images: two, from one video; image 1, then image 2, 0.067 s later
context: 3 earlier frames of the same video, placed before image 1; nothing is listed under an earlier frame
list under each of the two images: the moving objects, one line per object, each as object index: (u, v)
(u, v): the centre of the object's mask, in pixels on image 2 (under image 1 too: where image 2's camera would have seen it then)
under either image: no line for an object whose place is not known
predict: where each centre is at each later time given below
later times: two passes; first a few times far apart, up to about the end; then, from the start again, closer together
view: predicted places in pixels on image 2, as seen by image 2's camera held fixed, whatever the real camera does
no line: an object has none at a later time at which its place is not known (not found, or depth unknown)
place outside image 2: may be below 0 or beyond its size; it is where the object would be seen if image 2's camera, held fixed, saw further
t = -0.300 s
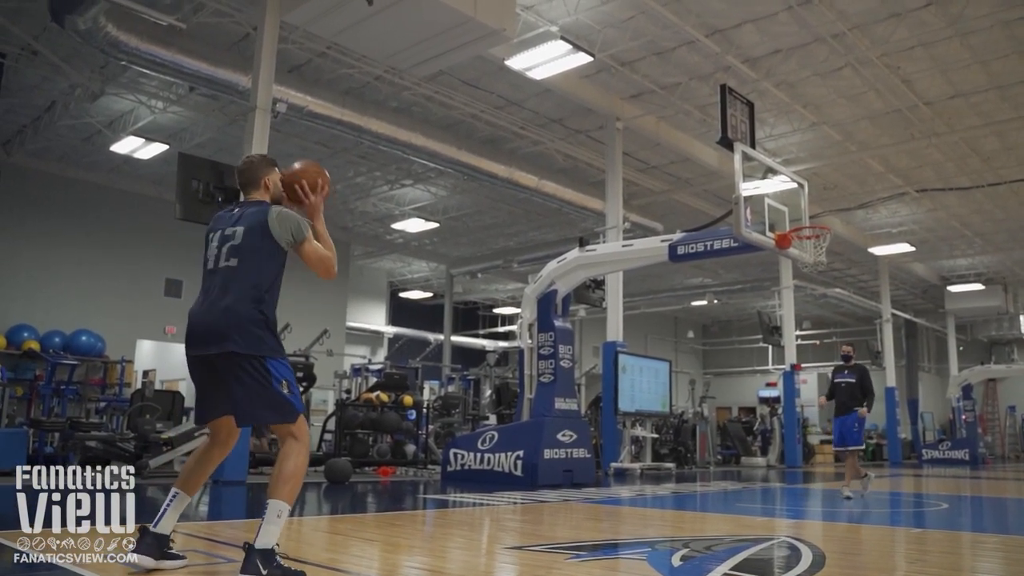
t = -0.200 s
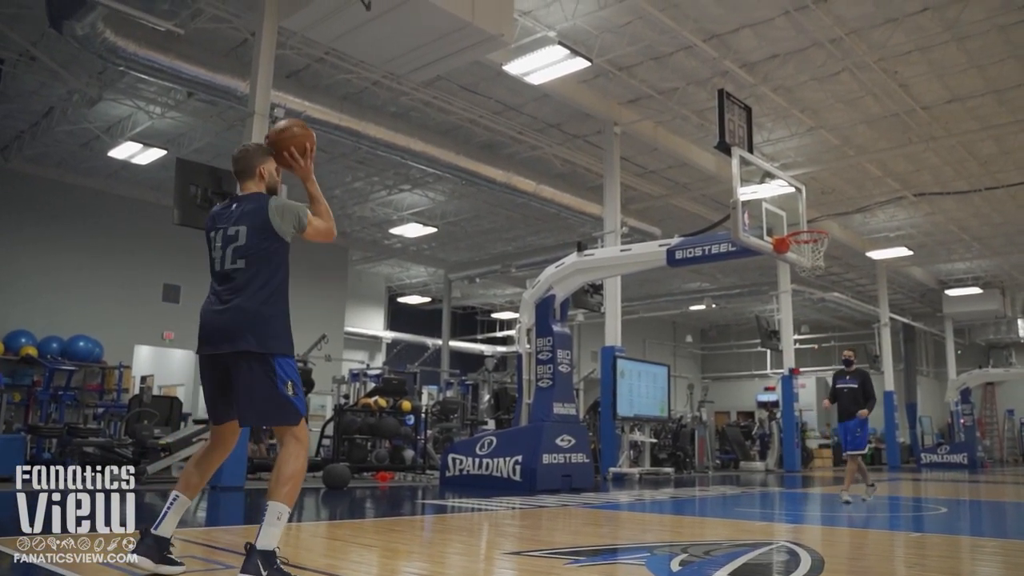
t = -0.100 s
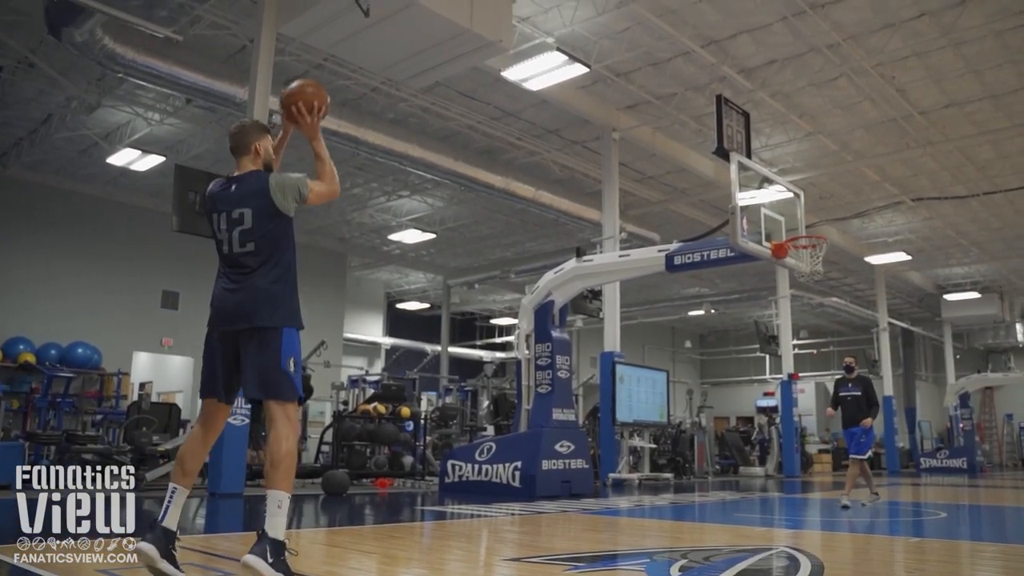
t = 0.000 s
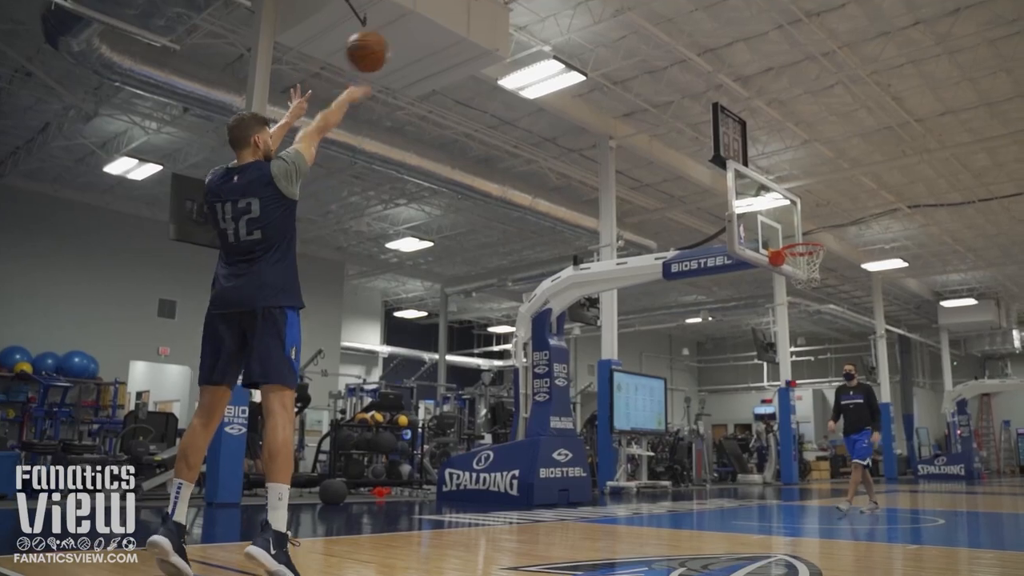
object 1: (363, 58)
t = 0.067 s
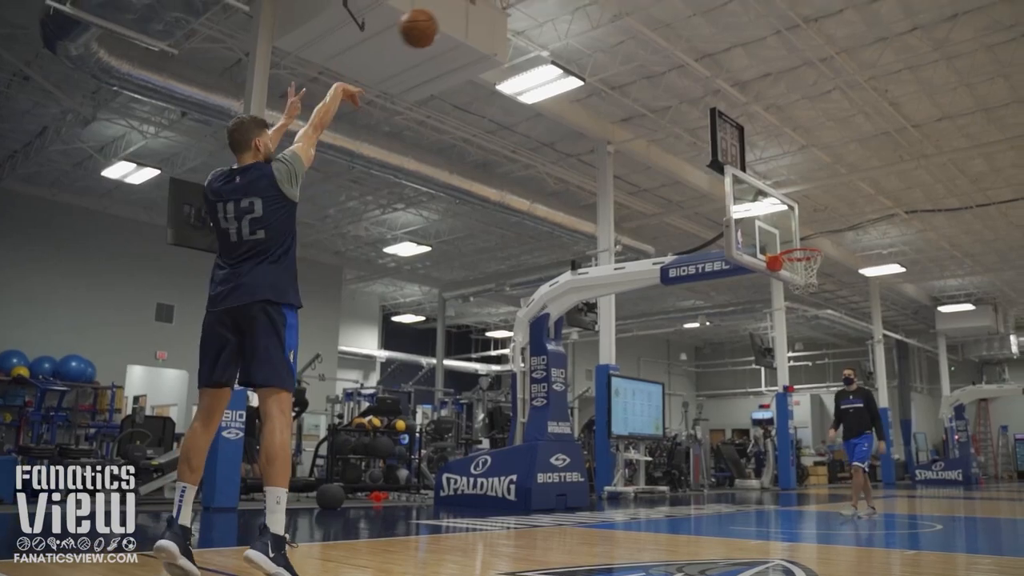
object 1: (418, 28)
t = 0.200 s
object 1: (506, 1)
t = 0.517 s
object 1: (644, 21)
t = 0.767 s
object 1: (721, 93)
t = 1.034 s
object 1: (788, 207)
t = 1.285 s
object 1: (781, 310)
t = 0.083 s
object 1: (431, 23)
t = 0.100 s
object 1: (443, 18)
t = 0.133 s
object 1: (465, 11)
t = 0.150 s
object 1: (476, 8)
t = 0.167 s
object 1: (486, 5)
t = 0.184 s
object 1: (495, 3)
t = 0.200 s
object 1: (506, 1)
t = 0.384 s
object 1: (594, 0)
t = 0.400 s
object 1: (601, 2)
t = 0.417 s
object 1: (607, 4)
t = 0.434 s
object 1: (614, 7)
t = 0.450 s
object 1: (620, 9)
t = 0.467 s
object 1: (626, 12)
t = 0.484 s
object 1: (633, 15)
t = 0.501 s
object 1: (639, 18)
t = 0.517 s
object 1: (644, 21)
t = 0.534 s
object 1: (650, 25)
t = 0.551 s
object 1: (656, 29)
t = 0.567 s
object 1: (661, 33)
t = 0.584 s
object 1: (667, 37)
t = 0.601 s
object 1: (672, 41)
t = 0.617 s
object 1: (677, 46)
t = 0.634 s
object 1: (683, 51)
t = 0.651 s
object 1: (688, 55)
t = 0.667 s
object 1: (693, 60)
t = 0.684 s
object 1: (698, 65)
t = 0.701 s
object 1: (702, 71)
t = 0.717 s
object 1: (707, 76)
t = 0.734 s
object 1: (712, 82)
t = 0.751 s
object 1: (717, 88)
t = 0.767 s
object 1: (721, 93)
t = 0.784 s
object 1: (726, 100)
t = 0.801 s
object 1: (730, 106)
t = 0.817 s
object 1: (735, 112)
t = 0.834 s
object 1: (739, 119)
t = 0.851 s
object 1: (744, 125)
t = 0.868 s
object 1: (748, 132)
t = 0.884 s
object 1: (753, 139)
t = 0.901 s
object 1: (756, 146)
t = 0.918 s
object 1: (761, 153)
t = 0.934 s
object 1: (765, 160)
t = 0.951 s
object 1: (769, 168)
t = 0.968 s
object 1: (773, 176)
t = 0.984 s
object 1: (777, 183)
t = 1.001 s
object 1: (780, 190)
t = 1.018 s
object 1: (785, 199)
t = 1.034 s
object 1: (788, 207)
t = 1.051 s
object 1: (792, 216)
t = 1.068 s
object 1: (796, 224)
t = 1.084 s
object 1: (800, 232)
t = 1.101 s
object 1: (803, 239)
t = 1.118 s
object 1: (807, 249)
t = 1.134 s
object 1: (808, 257)
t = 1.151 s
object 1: (807, 260)
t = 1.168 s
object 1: (799, 268)
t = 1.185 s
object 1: (796, 278)
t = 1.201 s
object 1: (795, 283)
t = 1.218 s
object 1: (792, 288)
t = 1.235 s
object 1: (789, 293)
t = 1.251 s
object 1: (786, 299)
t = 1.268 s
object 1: (783, 304)
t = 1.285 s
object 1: (781, 310)
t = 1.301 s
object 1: (777, 317)
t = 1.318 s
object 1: (774, 323)
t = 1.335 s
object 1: (771, 330)
